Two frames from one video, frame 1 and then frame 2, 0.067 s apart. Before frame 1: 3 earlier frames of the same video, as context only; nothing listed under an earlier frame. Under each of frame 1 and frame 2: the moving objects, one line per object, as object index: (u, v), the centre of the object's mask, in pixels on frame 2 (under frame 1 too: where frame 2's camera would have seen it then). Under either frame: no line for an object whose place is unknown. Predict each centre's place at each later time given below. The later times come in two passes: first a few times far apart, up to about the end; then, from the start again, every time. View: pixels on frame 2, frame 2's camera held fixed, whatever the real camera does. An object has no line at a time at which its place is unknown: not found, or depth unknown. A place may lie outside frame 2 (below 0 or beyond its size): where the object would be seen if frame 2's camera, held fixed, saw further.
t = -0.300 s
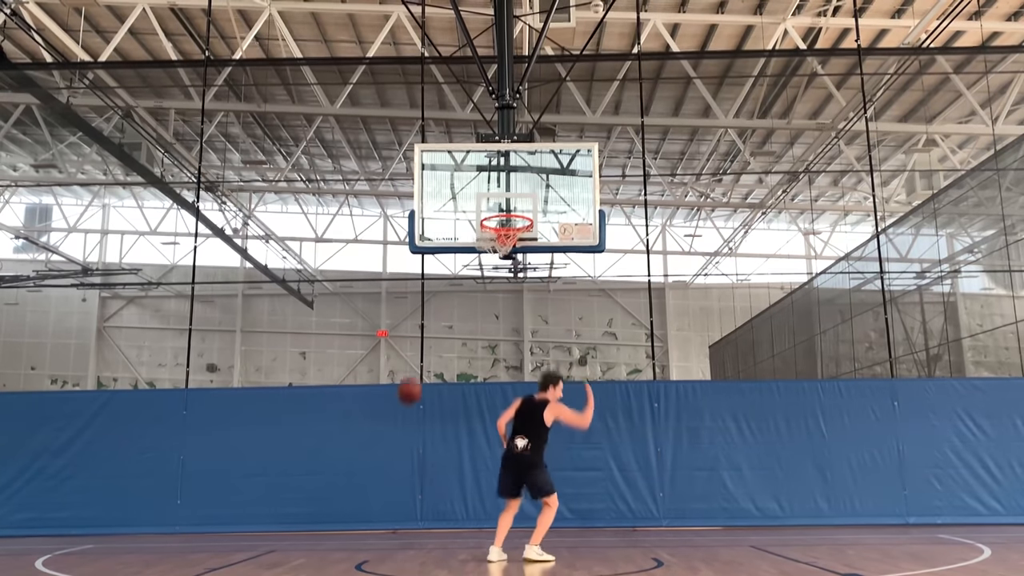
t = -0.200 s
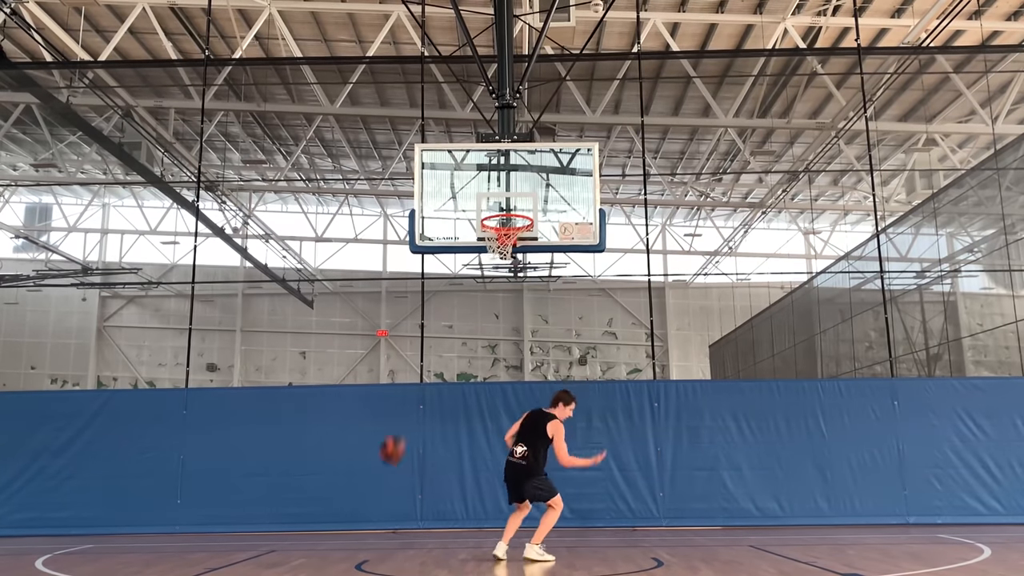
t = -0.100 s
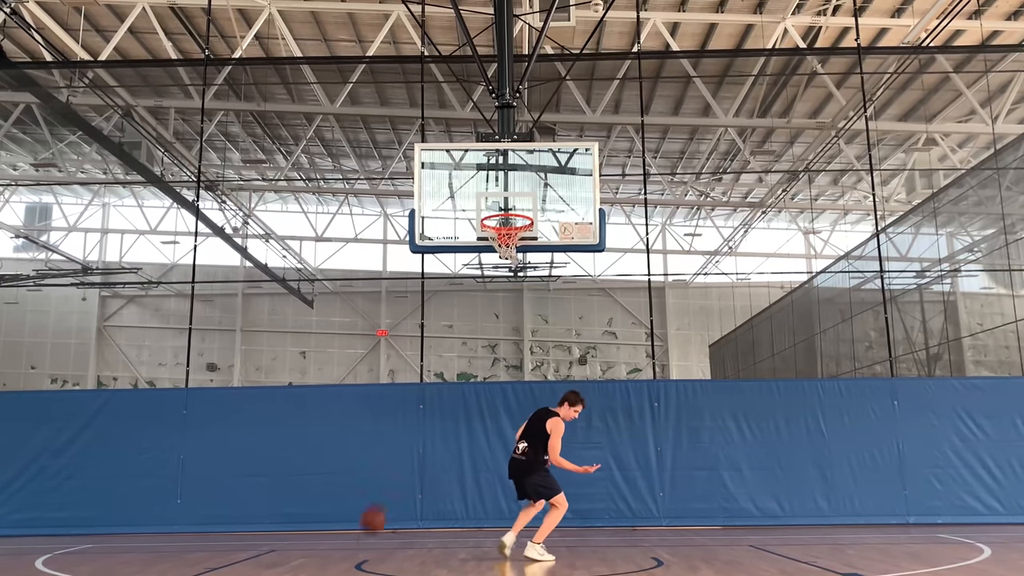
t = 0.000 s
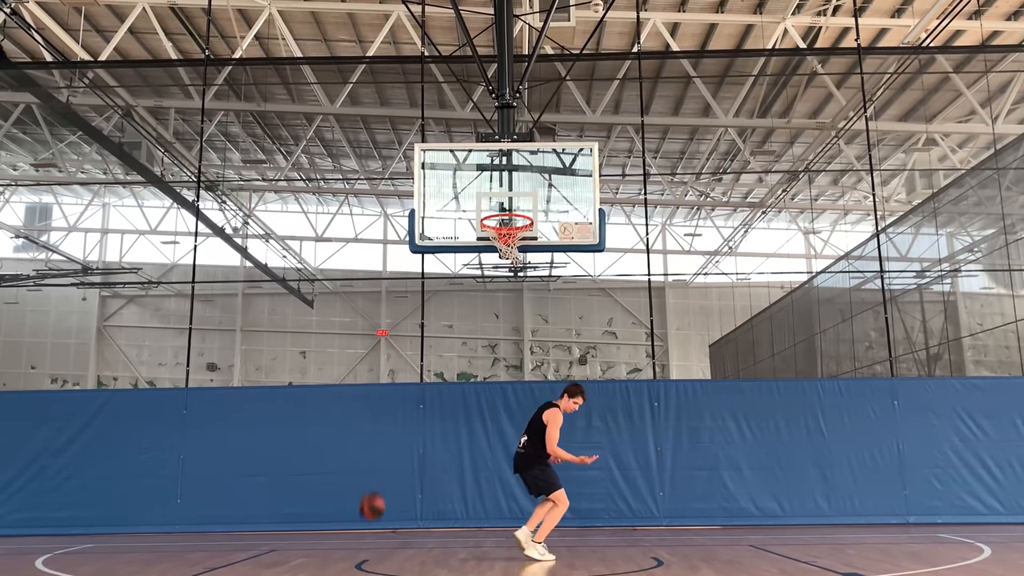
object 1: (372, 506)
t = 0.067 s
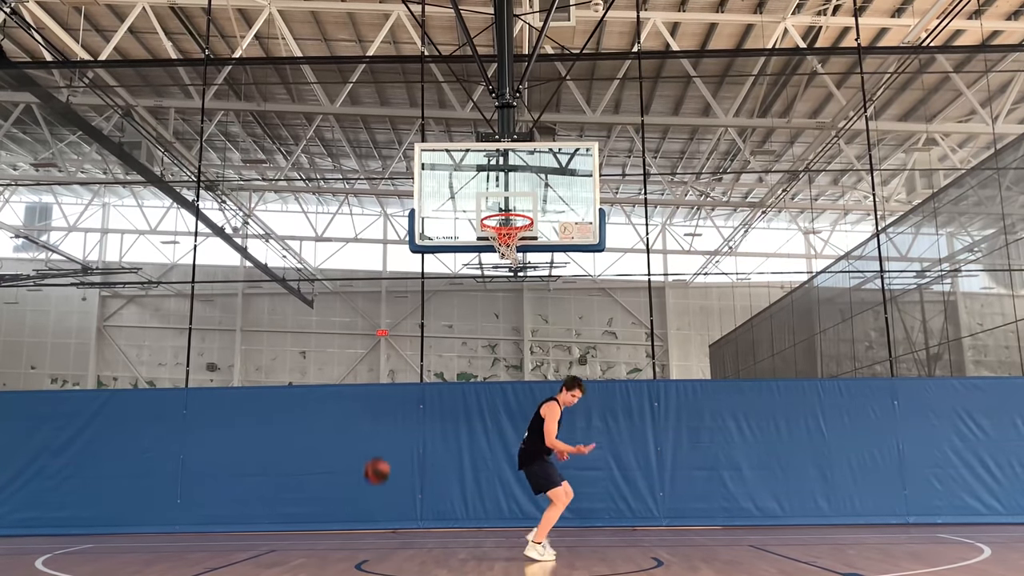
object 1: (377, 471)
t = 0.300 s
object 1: (394, 385)
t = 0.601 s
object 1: (413, 357)
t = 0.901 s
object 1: (433, 423)
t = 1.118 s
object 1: (447, 535)
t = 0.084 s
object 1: (378, 463)
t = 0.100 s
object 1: (379, 454)
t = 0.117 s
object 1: (381, 448)
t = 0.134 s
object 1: (382, 440)
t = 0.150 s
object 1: (383, 433)
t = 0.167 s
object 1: (384, 427)
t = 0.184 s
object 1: (385, 420)
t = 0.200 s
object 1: (387, 415)
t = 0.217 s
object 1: (388, 409)
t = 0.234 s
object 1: (389, 404)
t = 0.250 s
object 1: (390, 398)
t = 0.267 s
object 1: (391, 394)
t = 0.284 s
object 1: (392, 389)
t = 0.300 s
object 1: (394, 385)
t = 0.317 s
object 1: (395, 381)
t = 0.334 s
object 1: (396, 377)
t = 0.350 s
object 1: (397, 374)
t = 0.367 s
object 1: (398, 371)
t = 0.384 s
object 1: (399, 368)
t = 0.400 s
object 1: (400, 365)
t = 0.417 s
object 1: (402, 363)
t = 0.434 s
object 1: (403, 361)
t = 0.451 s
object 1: (404, 360)
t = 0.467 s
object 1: (405, 358)
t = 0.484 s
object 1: (406, 357)
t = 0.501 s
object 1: (407, 356)
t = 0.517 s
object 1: (408, 356)
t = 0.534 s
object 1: (409, 356)
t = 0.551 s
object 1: (410, 356)
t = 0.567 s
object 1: (411, 356)
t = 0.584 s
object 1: (413, 357)
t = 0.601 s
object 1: (413, 357)
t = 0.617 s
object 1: (415, 358)
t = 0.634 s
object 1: (416, 360)
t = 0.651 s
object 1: (417, 361)
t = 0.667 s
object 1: (418, 363)
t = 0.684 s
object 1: (419, 366)
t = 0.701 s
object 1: (420, 368)
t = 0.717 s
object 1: (421, 371)
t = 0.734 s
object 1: (422, 374)
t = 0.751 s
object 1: (423, 378)
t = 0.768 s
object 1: (424, 382)
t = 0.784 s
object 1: (425, 386)
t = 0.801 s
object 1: (426, 390)
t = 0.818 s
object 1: (428, 395)
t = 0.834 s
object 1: (429, 400)
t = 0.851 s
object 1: (430, 405)
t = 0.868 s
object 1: (431, 410)
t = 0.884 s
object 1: (432, 417)
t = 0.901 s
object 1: (433, 423)
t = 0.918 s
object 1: (434, 429)
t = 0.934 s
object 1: (435, 436)
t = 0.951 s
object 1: (436, 443)
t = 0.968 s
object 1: (437, 451)
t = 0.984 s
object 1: (438, 458)
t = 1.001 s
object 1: (439, 467)
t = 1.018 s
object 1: (440, 475)
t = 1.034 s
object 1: (441, 484)
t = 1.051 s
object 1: (442, 493)
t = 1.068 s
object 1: (443, 503)
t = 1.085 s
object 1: (444, 513)
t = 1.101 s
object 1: (445, 523)
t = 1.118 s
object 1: (447, 535)
